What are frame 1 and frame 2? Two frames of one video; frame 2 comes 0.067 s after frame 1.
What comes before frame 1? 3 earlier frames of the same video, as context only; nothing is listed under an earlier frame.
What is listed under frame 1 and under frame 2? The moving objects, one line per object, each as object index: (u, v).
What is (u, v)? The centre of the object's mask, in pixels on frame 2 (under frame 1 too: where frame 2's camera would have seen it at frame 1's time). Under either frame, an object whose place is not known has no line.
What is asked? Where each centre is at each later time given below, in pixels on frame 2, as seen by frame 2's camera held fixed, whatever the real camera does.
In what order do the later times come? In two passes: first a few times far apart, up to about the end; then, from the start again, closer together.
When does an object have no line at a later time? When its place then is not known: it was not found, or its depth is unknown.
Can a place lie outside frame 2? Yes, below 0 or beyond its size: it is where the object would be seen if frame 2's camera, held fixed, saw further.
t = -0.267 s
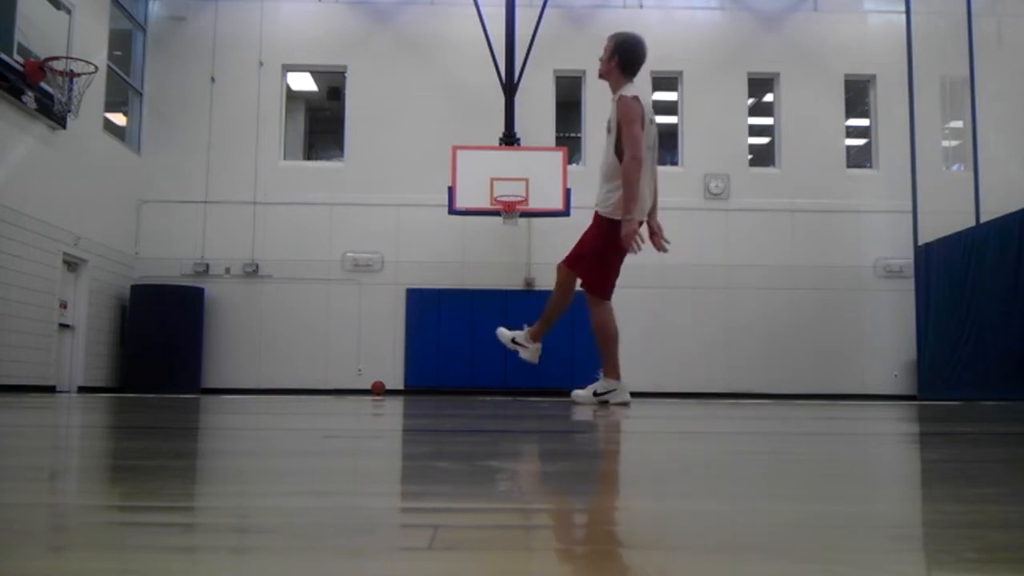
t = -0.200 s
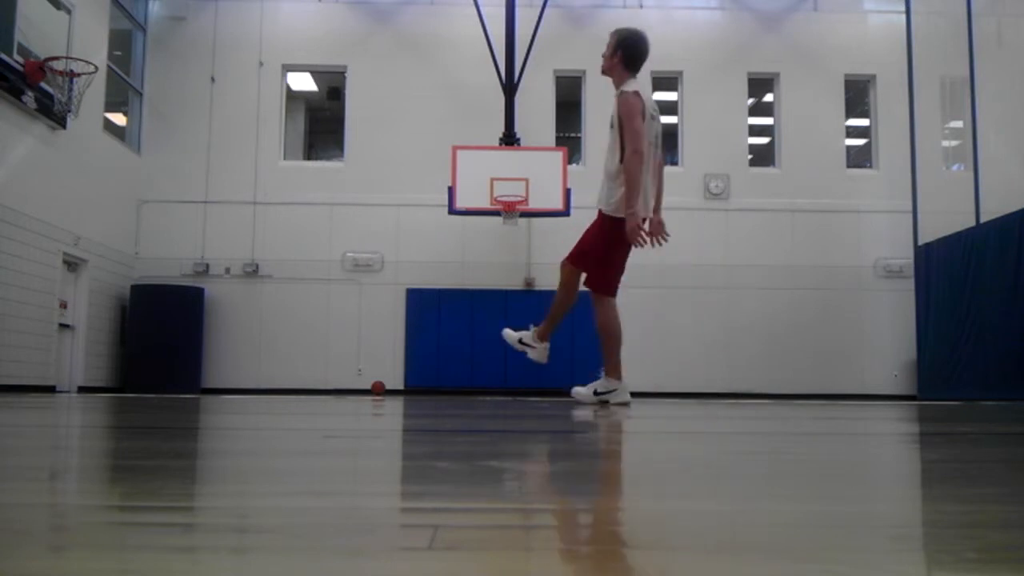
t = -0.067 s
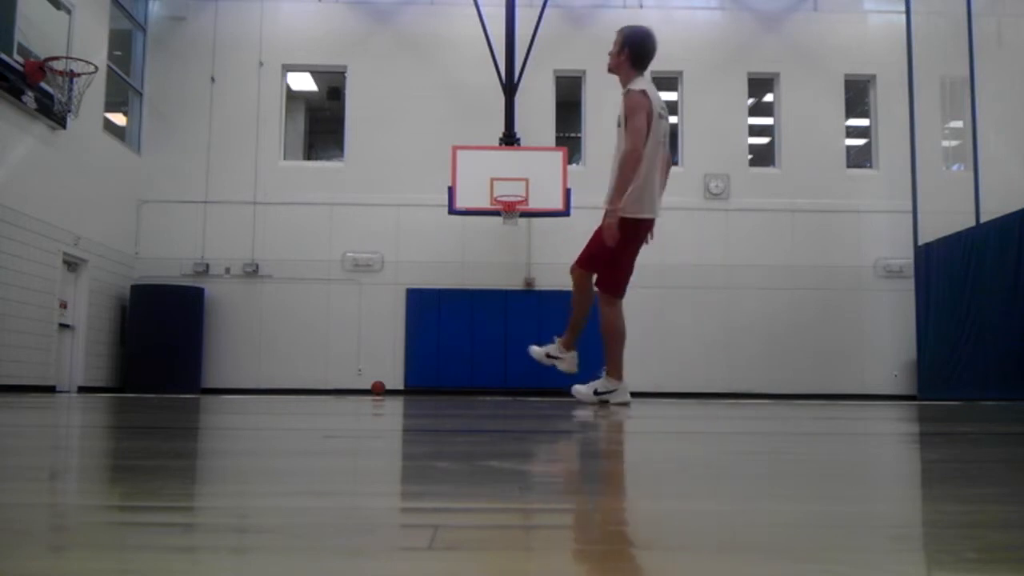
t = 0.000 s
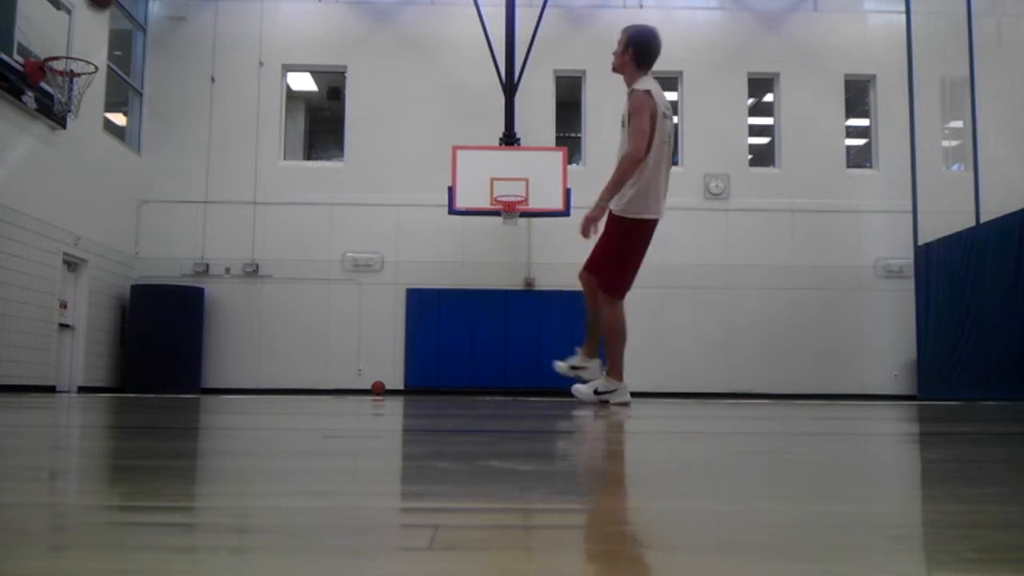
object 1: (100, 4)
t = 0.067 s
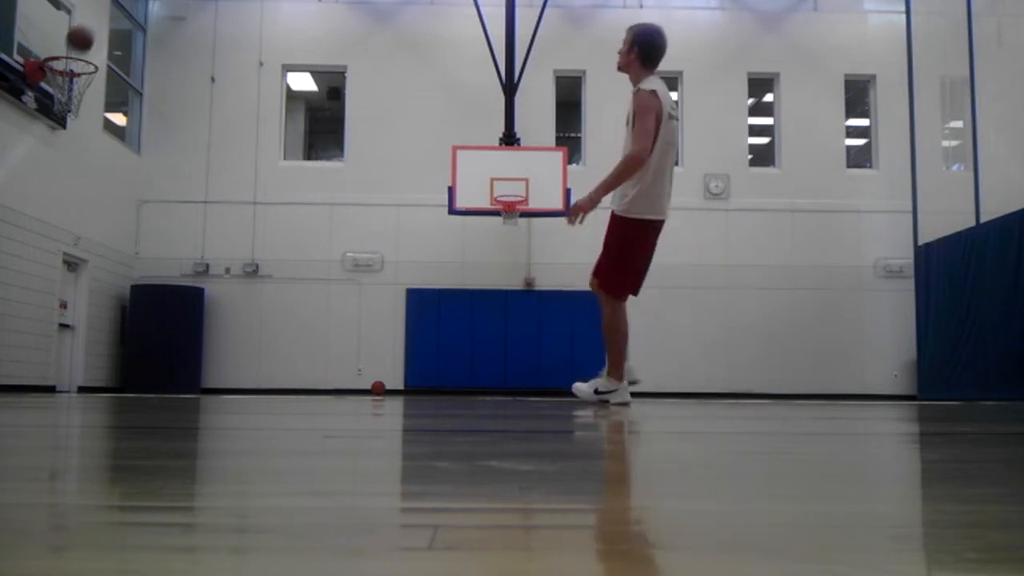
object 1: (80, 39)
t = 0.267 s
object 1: (47, 117)
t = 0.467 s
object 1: (29, 187)
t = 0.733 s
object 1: (6, 343)
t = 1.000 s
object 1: (14, 291)
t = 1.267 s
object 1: (35, 236)
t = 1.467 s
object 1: (48, 240)
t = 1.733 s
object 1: (62, 308)
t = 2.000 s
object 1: (75, 344)
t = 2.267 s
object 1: (89, 298)
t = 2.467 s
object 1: (97, 310)
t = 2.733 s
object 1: (106, 380)
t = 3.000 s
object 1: (120, 332)
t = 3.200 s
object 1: (128, 344)
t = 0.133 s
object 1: (62, 87)
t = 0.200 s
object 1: (53, 103)
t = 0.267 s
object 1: (47, 117)
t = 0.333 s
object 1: (41, 136)
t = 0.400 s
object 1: (35, 160)
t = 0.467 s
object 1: (29, 187)
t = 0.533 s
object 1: (22, 219)
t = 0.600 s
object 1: (15, 256)
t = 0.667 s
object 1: (10, 296)
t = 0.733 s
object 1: (6, 343)
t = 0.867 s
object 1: (7, 346)
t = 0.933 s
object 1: (10, 317)
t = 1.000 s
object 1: (14, 291)
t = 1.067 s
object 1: (19, 271)
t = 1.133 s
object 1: (25, 256)
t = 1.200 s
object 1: (30, 243)
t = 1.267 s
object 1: (35, 236)
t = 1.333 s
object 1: (40, 233)
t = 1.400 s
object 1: (44, 234)
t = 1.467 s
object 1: (48, 240)
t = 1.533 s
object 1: (52, 250)
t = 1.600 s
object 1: (55, 266)
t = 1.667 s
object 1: (59, 285)
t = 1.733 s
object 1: (62, 308)
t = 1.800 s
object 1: (65, 338)
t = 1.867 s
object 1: (68, 373)
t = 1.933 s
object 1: (71, 365)
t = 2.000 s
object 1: (75, 344)
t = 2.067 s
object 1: (79, 326)
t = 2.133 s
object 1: (83, 312)
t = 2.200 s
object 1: (86, 303)
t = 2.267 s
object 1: (89, 298)
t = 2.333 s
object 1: (92, 298)
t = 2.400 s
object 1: (95, 302)
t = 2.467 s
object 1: (97, 310)
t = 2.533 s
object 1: (99, 324)
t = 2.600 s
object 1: (102, 342)
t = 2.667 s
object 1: (103, 366)
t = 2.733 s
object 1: (106, 380)
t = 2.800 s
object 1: (110, 361)
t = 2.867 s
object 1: (113, 346)
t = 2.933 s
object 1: (116, 337)
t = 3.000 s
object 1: (120, 332)
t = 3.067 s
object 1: (123, 332)
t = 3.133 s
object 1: (126, 335)
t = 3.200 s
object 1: (128, 344)
